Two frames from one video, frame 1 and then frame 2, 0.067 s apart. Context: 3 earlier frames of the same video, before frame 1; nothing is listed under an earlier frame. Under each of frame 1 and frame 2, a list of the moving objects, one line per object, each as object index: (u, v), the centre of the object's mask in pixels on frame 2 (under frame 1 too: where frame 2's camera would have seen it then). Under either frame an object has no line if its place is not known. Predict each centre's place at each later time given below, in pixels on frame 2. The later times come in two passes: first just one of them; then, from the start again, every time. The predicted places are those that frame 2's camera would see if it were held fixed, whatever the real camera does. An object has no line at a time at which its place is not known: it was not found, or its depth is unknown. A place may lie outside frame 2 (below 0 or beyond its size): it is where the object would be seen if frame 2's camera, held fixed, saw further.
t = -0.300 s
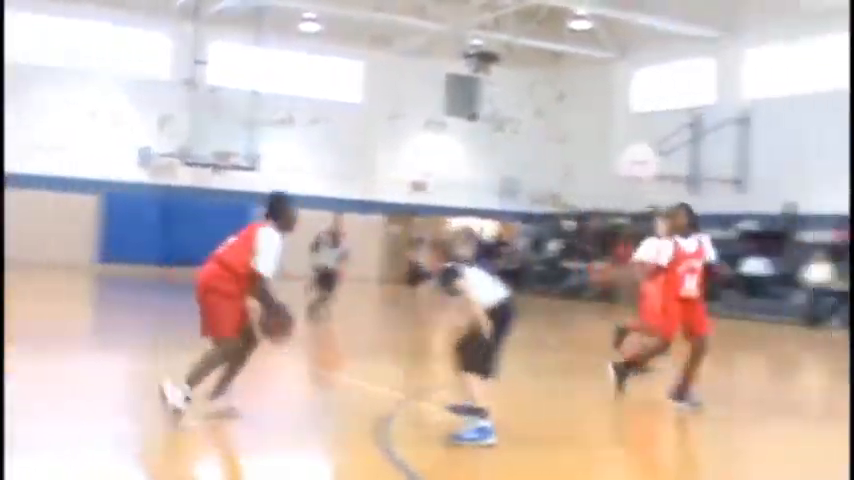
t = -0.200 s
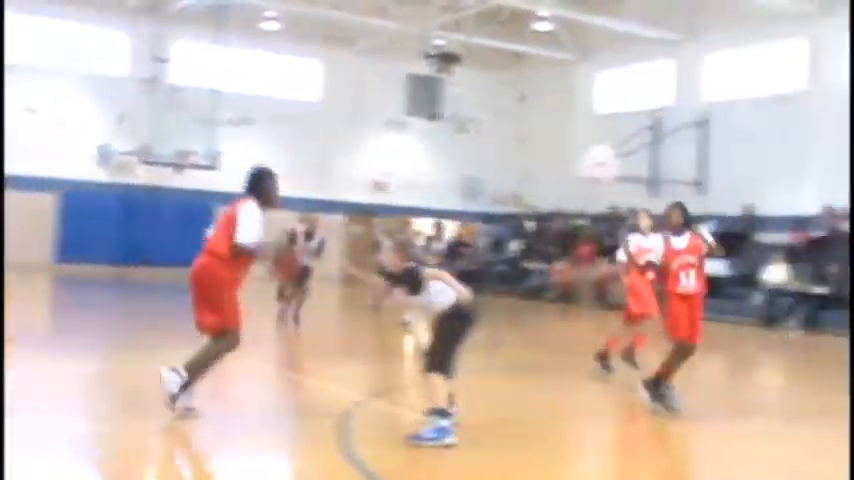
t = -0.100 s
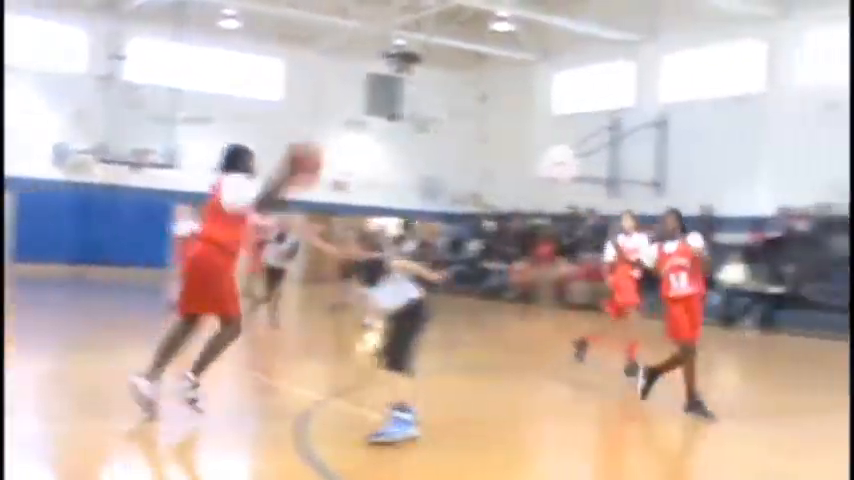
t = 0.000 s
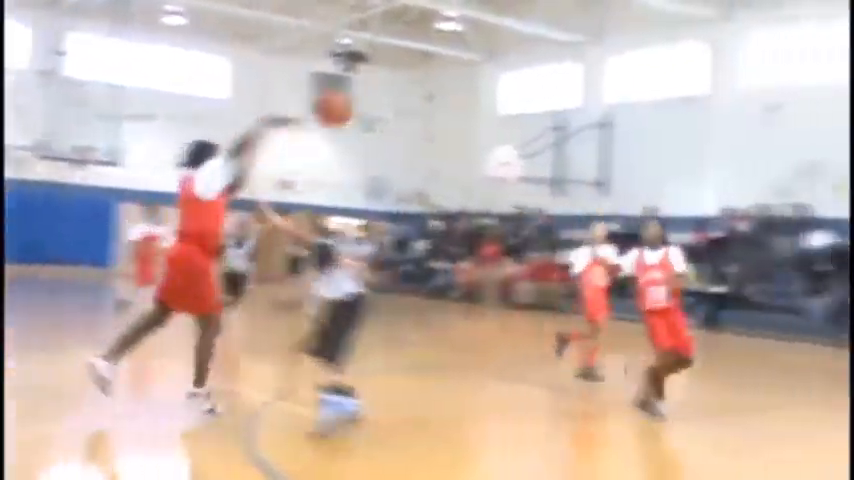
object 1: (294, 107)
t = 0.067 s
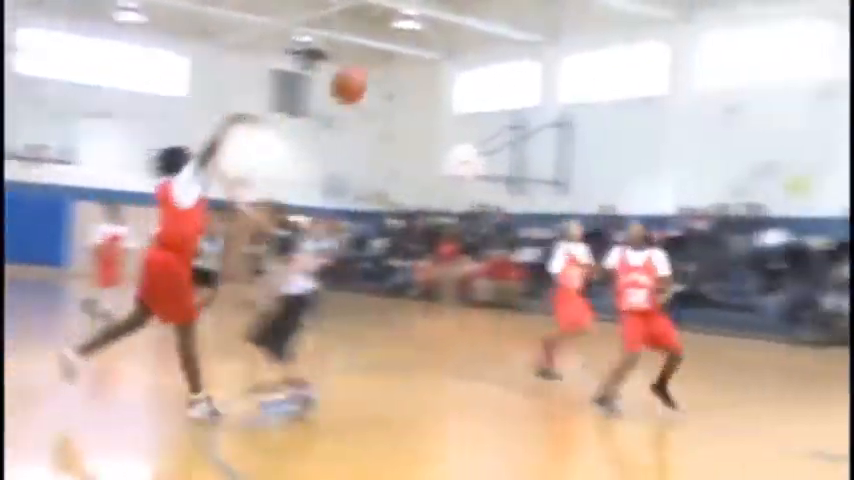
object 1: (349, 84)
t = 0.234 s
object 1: (484, 62)
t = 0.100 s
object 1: (376, 78)
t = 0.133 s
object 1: (404, 72)
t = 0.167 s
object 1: (432, 66)
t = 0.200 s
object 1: (458, 63)
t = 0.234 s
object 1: (484, 62)
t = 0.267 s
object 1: (511, 63)
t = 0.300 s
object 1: (539, 65)
